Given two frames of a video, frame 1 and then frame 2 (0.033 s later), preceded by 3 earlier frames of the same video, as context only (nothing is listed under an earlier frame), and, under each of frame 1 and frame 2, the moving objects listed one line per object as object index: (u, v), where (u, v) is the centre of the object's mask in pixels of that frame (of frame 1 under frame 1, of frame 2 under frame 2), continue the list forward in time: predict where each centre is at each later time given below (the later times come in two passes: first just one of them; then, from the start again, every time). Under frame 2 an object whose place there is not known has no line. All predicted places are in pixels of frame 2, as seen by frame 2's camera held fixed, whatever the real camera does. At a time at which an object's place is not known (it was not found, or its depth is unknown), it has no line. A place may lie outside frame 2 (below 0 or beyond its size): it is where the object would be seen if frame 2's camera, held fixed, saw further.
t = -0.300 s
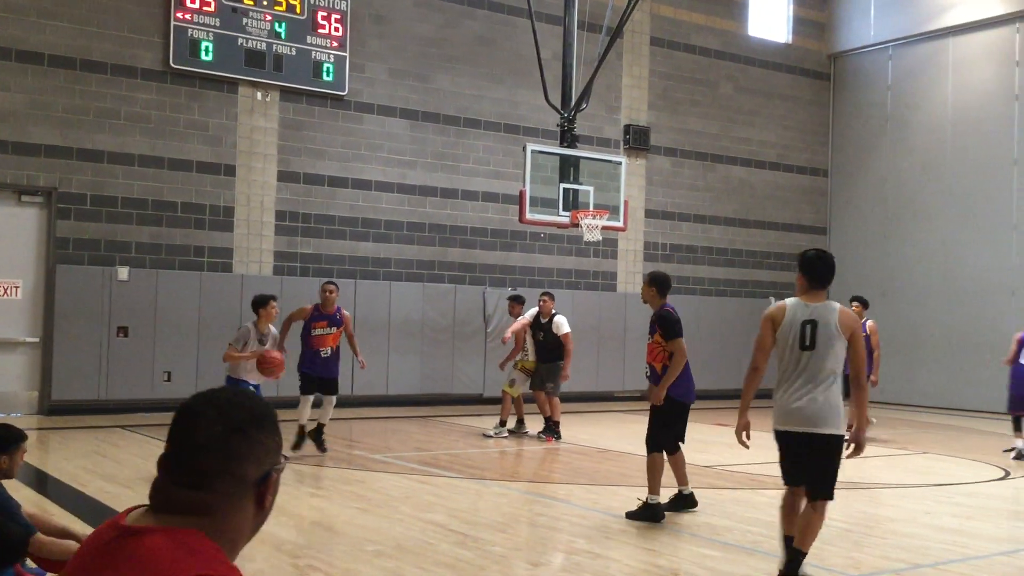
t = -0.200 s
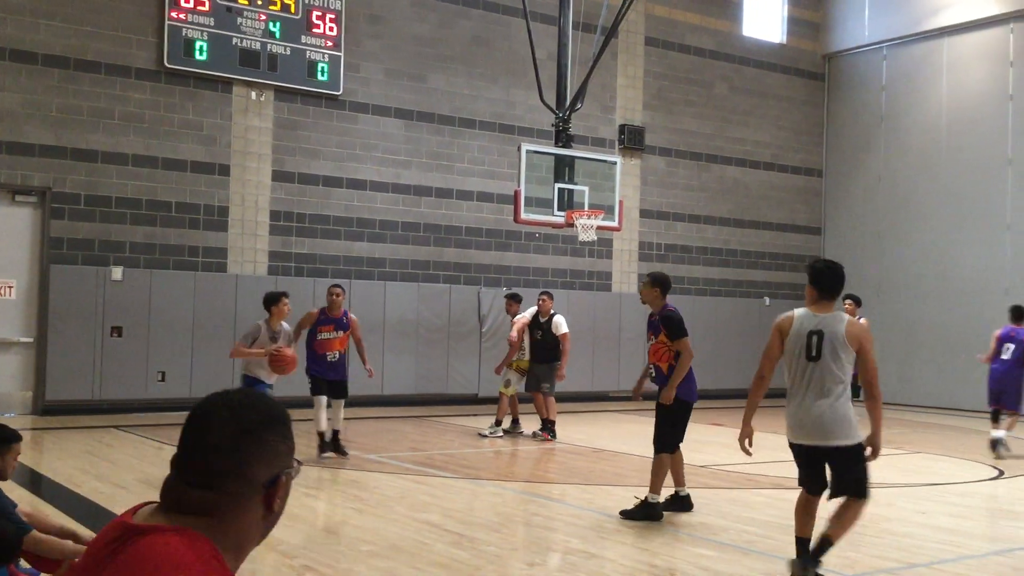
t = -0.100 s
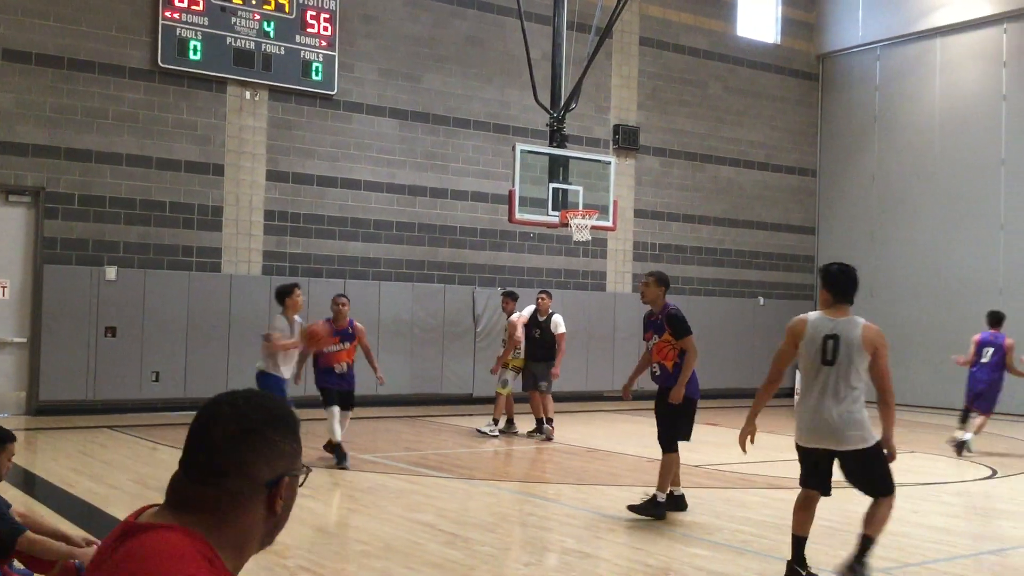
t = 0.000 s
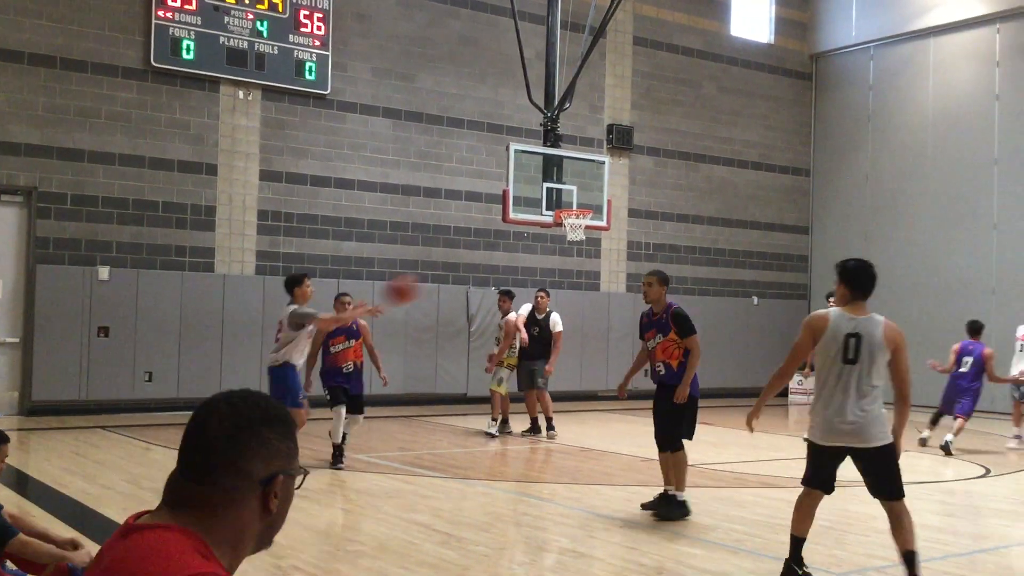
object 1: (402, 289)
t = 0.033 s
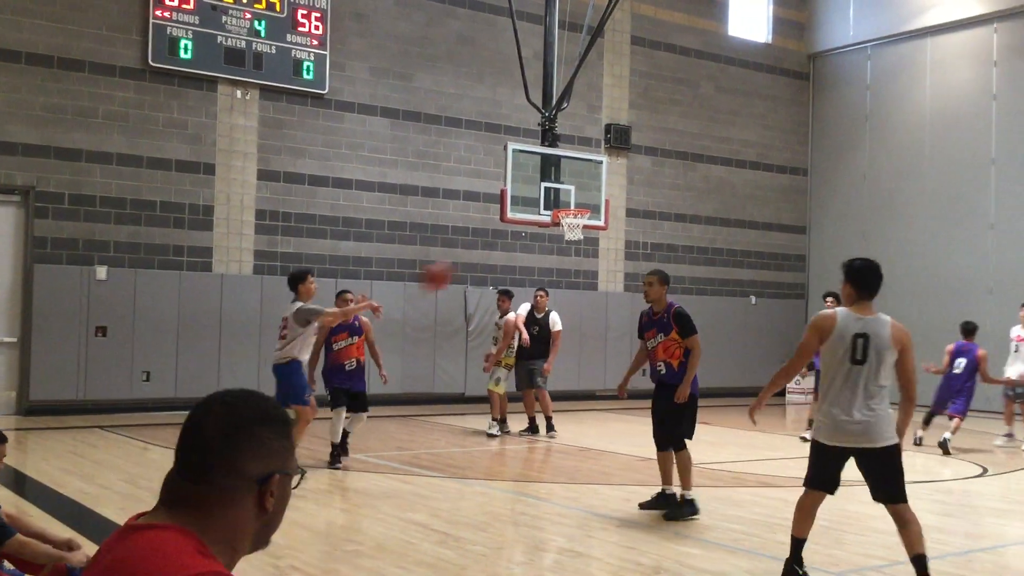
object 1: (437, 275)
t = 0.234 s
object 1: (651, 221)
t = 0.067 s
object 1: (474, 264)
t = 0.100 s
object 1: (511, 252)
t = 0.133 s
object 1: (547, 243)
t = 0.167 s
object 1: (583, 234)
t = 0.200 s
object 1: (619, 229)
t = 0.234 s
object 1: (651, 221)
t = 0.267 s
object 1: (687, 217)
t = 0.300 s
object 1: (722, 213)
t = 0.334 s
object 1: (756, 211)
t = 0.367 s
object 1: (790, 210)
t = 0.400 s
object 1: (821, 210)
